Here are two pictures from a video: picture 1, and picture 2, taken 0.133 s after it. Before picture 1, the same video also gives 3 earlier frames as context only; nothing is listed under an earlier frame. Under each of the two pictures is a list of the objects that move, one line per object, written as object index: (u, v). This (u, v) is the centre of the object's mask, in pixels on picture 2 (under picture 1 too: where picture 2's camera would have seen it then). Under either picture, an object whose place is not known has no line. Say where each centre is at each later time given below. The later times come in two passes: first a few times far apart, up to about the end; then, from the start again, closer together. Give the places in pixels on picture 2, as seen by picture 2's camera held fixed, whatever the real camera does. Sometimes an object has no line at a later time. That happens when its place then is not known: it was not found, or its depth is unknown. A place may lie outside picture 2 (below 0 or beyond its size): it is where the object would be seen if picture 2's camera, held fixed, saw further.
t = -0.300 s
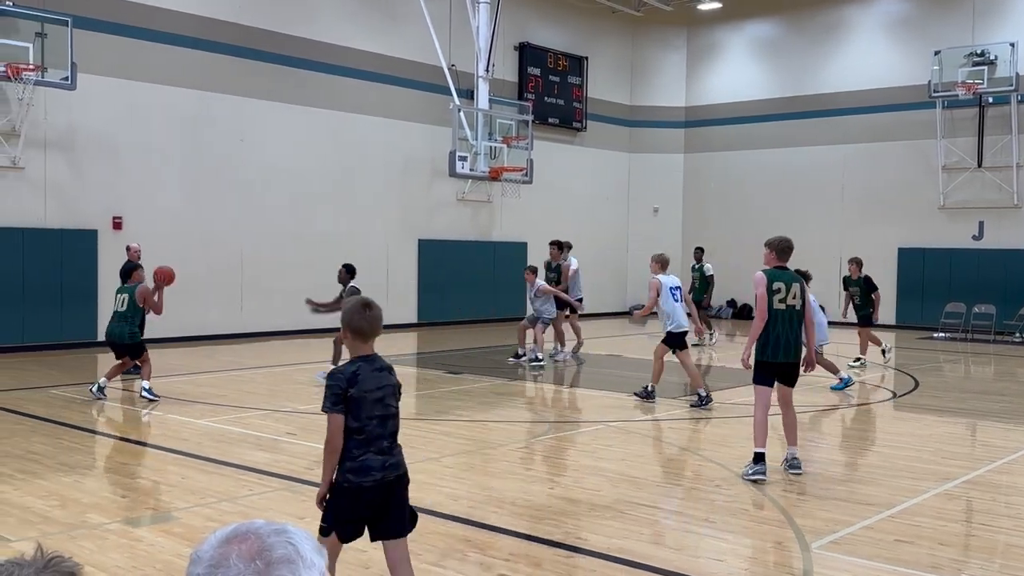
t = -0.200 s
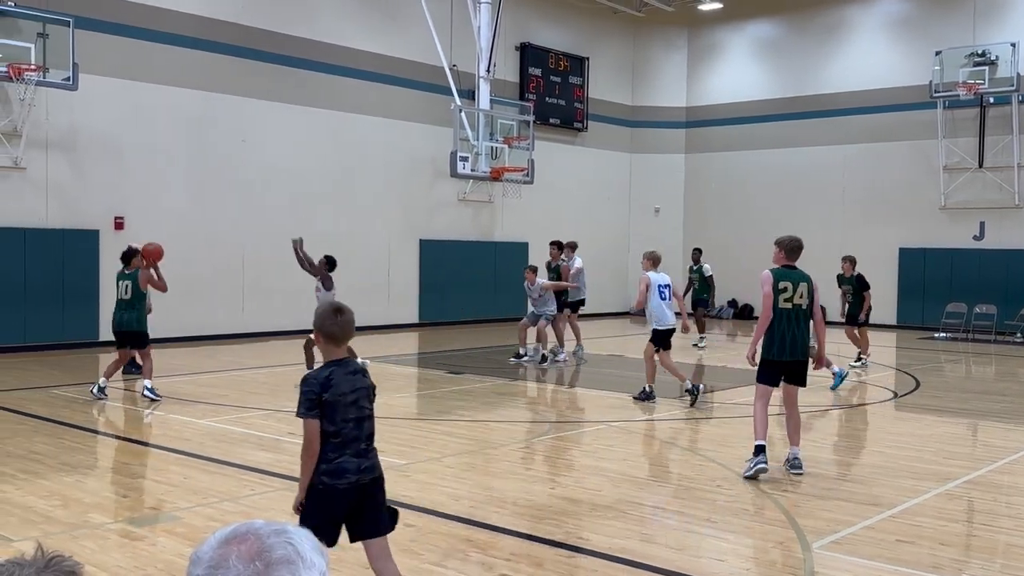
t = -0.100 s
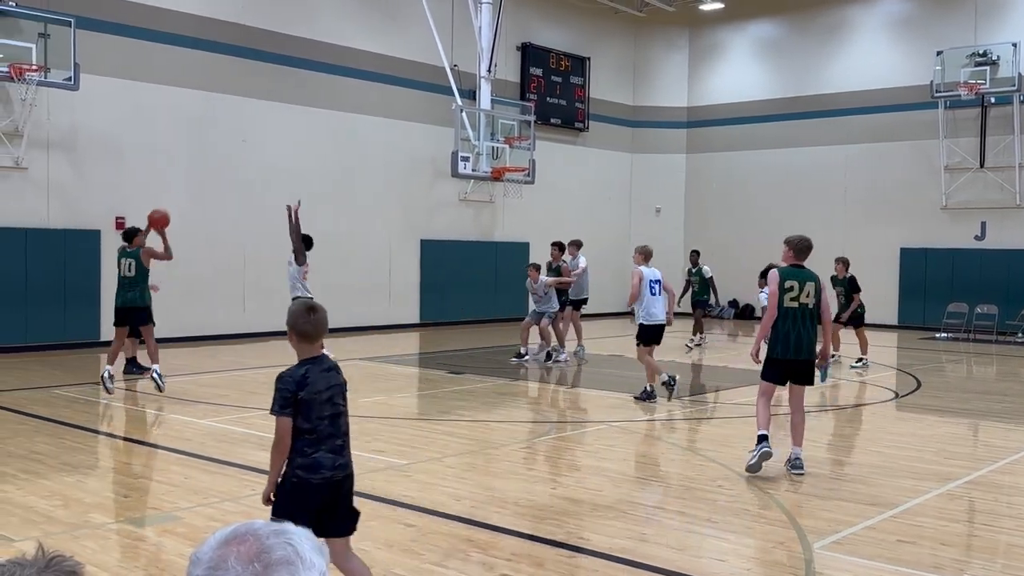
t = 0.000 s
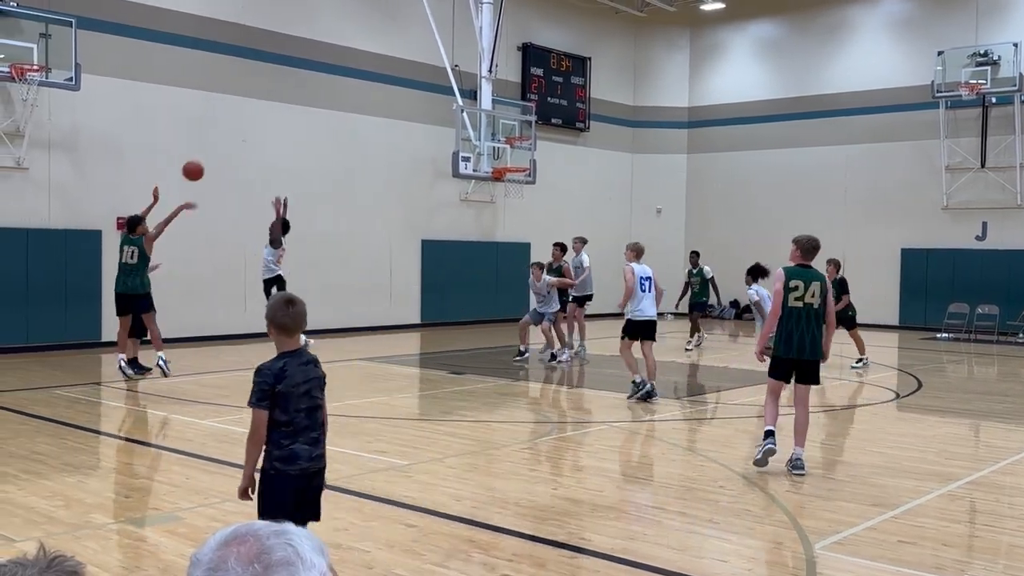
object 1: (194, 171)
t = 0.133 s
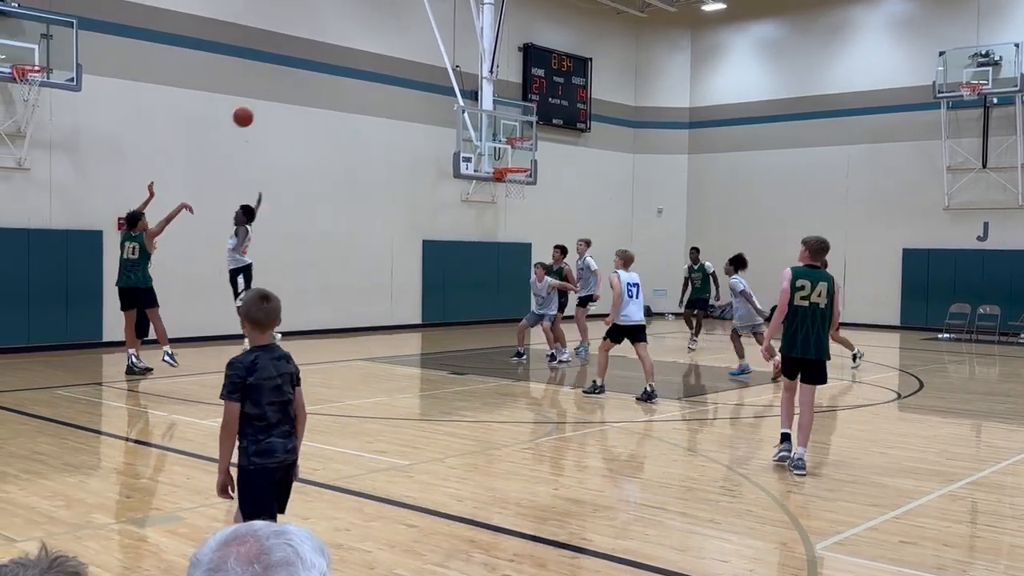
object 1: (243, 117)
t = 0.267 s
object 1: (288, 81)
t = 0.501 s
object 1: (358, 55)
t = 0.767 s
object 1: (426, 74)
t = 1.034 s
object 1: (485, 134)
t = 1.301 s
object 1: (519, 127)
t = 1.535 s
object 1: (541, 109)
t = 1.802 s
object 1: (563, 131)
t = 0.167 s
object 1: (254, 107)
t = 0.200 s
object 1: (266, 97)
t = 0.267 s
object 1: (288, 81)
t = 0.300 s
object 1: (298, 74)
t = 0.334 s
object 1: (309, 69)
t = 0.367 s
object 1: (319, 64)
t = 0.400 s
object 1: (329, 60)
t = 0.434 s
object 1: (339, 58)
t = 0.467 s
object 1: (348, 56)
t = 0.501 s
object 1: (358, 55)
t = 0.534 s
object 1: (367, 55)
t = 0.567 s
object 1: (376, 55)
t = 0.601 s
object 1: (385, 56)
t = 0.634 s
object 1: (394, 58)
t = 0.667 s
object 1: (402, 61)
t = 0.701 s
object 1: (410, 64)
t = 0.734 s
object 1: (418, 69)
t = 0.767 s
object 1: (426, 74)
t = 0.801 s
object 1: (434, 79)
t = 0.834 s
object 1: (441, 85)
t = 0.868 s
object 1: (450, 92)
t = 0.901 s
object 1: (457, 99)
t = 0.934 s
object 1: (464, 107)
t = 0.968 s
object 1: (471, 116)
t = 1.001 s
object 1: (478, 124)
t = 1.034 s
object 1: (485, 134)
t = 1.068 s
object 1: (491, 144)
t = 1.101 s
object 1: (497, 154)
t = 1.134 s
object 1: (503, 160)
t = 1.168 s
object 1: (507, 152)
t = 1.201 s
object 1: (510, 145)
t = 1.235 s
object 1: (513, 138)
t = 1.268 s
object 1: (516, 132)
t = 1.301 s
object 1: (519, 127)
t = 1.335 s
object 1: (522, 122)
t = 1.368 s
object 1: (526, 119)
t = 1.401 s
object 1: (529, 115)
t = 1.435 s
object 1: (532, 113)
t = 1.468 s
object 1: (535, 111)
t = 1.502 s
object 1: (537, 110)
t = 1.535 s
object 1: (541, 109)
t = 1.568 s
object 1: (544, 110)
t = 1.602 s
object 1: (547, 112)
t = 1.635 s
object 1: (549, 113)
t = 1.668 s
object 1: (552, 115)
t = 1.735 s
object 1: (558, 121)
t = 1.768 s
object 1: (560, 126)
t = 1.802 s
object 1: (563, 131)
